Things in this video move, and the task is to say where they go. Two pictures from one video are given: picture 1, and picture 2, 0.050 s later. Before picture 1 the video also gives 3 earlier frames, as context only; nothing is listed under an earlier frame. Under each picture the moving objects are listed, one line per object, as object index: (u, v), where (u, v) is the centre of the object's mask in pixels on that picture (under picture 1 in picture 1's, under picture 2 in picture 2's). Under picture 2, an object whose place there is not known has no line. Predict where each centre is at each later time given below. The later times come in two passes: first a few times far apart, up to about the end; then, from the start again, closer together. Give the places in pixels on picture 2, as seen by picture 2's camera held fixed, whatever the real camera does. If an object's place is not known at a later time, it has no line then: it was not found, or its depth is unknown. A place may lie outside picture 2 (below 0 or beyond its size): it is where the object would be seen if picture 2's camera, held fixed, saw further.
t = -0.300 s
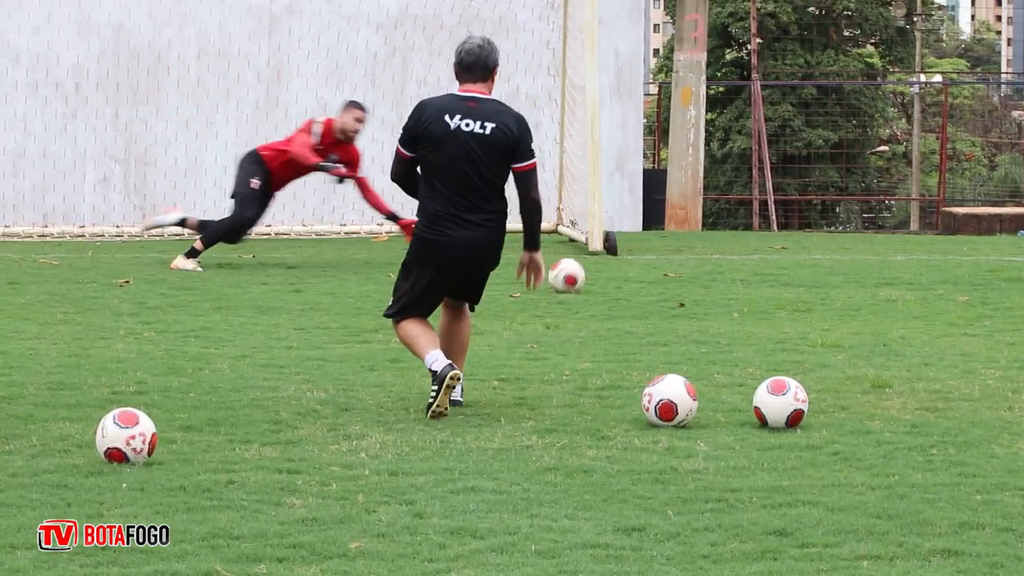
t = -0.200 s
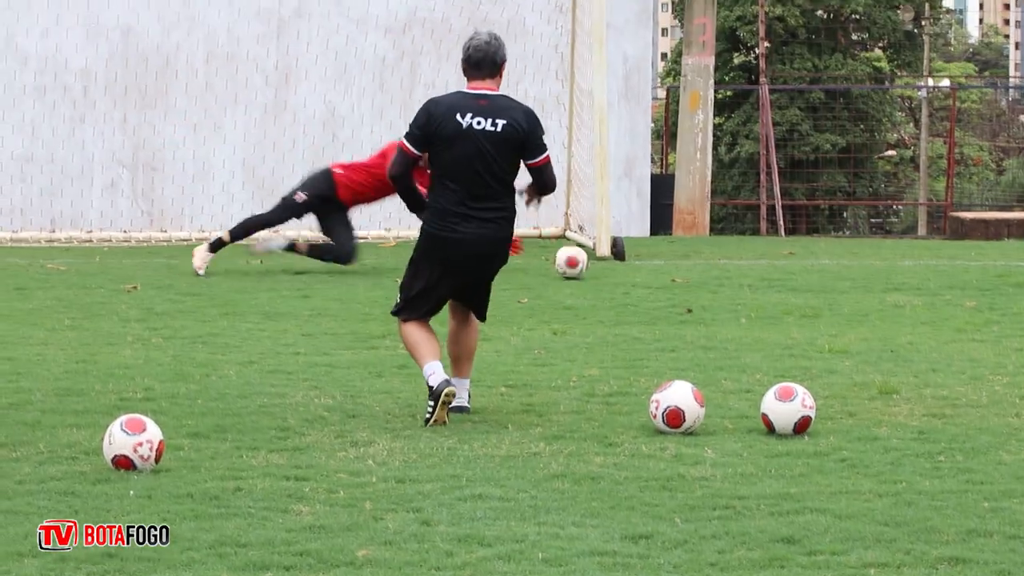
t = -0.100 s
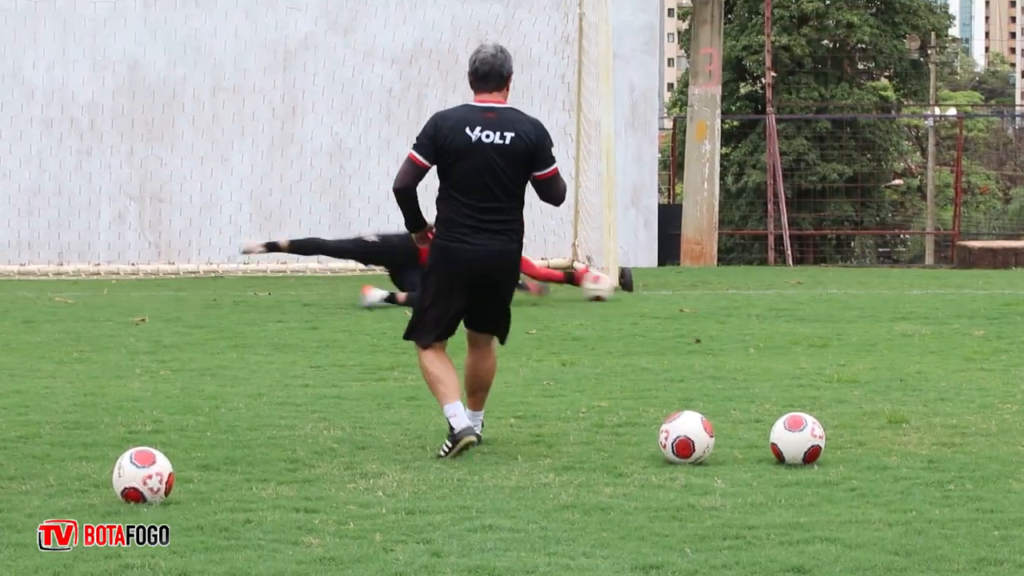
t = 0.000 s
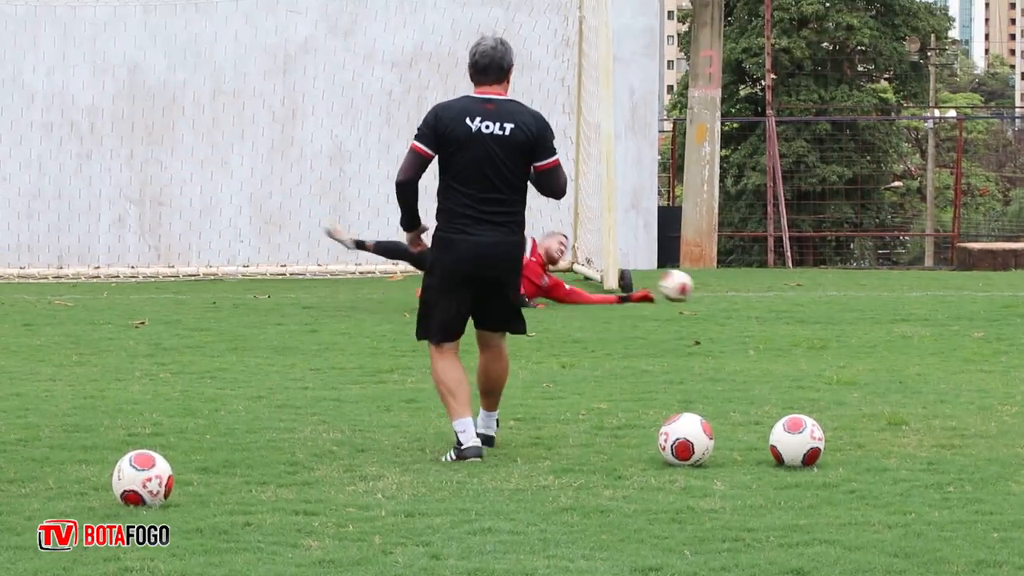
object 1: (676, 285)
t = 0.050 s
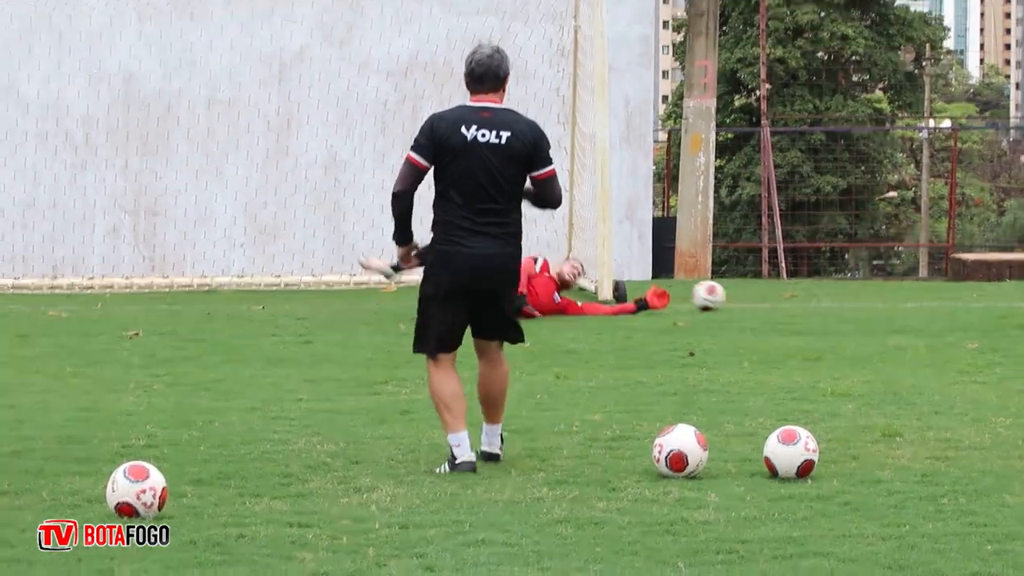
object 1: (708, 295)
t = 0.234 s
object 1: (834, 295)
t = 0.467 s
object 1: (966, 293)
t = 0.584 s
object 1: (1018, 294)
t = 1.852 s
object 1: (983, 273)
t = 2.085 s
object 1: (893, 274)
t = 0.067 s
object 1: (720, 295)
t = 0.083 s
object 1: (733, 295)
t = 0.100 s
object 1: (744, 295)
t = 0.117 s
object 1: (756, 296)
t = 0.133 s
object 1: (768, 296)
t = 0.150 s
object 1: (780, 296)
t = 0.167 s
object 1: (790, 295)
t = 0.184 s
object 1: (801, 294)
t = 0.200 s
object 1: (813, 295)
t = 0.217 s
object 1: (823, 294)
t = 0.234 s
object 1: (834, 295)
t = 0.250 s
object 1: (845, 295)
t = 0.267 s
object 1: (856, 295)
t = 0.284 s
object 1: (866, 295)
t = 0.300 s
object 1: (876, 295)
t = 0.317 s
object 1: (885, 294)
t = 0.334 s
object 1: (895, 293)
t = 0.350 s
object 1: (905, 293)
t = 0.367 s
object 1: (912, 293)
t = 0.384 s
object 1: (922, 294)
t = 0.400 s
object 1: (931, 294)
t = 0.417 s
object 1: (941, 295)
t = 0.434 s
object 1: (949, 295)
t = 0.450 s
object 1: (957, 293)
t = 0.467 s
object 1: (966, 293)
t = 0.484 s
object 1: (972, 292)
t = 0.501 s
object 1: (980, 292)
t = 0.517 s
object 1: (988, 292)
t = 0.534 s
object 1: (996, 292)
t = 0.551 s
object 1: (1003, 293)
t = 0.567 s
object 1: (1010, 293)
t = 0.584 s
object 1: (1018, 294)
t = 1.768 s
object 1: (1016, 272)
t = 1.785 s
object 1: (1011, 272)
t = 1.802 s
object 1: (1005, 272)
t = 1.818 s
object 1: (998, 272)
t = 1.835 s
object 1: (990, 272)
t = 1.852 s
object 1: (983, 273)
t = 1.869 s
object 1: (975, 273)
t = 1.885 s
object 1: (968, 274)
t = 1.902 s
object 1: (961, 274)
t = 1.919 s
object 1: (955, 273)
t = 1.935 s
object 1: (949, 272)
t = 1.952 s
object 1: (943, 271)
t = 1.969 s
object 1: (937, 271)
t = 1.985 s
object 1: (931, 271)
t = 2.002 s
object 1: (924, 271)
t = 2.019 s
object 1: (918, 272)
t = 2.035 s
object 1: (911, 273)
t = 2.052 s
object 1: (905, 274)
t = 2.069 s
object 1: (899, 274)
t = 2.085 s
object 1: (893, 274)
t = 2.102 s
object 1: (887, 273)
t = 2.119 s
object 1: (881, 273)
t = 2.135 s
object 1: (876, 272)
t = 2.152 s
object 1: (870, 272)
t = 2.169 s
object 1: (864, 272)
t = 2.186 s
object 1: (858, 272)
